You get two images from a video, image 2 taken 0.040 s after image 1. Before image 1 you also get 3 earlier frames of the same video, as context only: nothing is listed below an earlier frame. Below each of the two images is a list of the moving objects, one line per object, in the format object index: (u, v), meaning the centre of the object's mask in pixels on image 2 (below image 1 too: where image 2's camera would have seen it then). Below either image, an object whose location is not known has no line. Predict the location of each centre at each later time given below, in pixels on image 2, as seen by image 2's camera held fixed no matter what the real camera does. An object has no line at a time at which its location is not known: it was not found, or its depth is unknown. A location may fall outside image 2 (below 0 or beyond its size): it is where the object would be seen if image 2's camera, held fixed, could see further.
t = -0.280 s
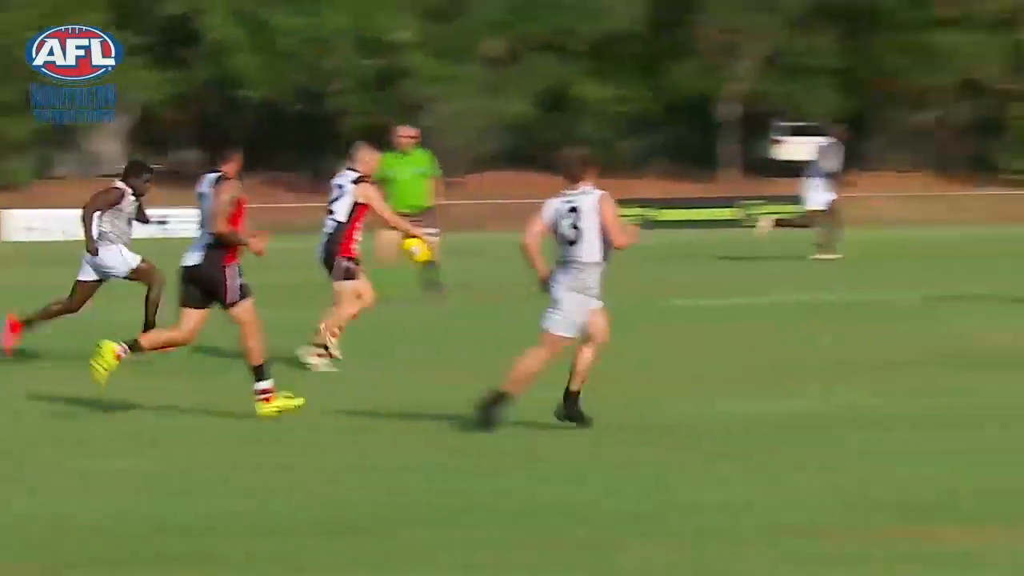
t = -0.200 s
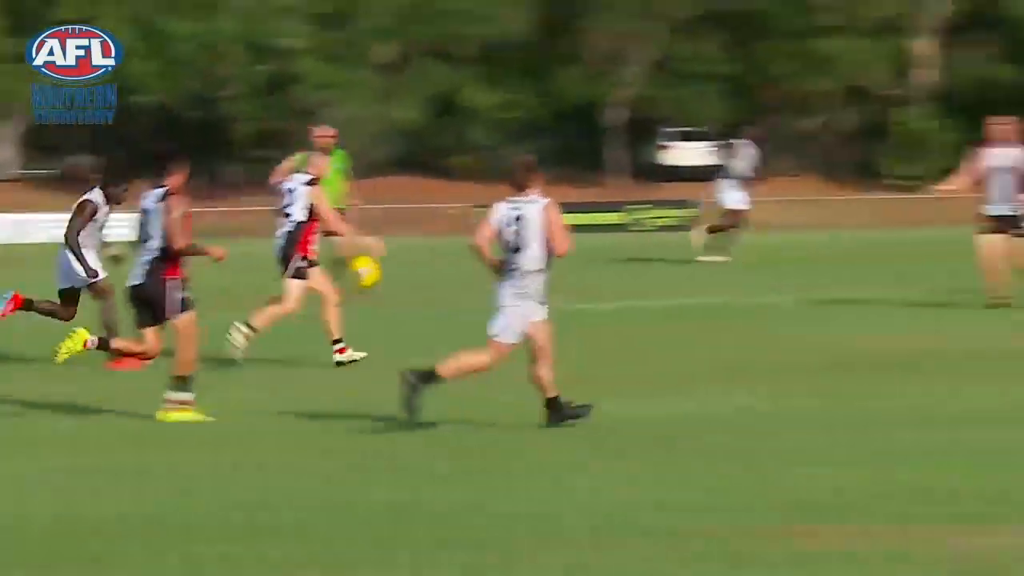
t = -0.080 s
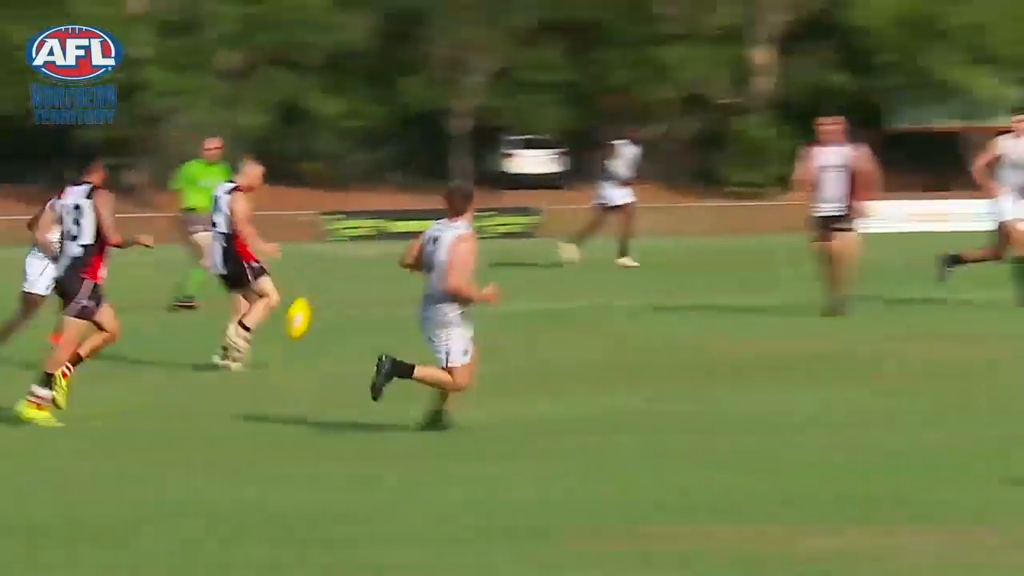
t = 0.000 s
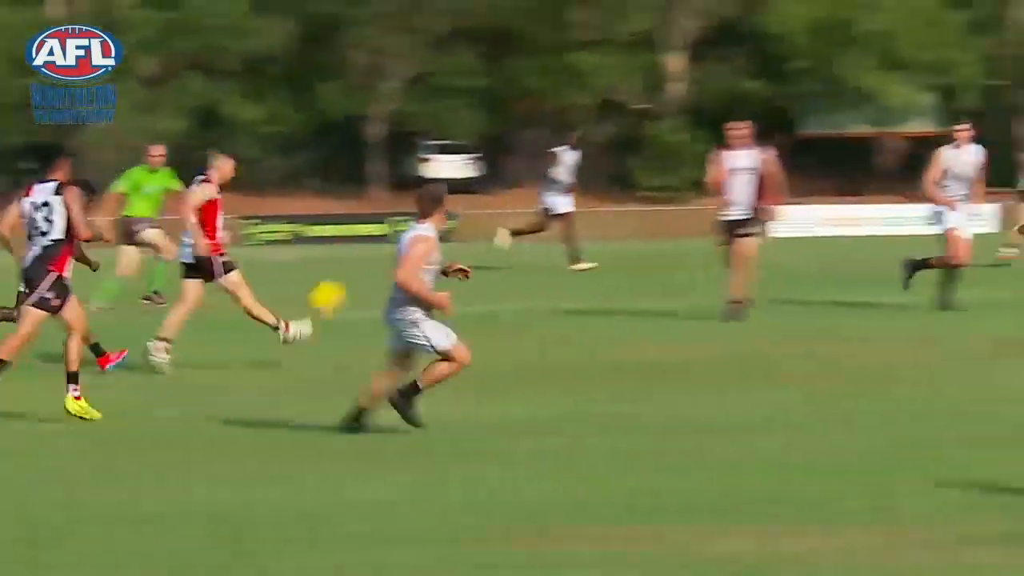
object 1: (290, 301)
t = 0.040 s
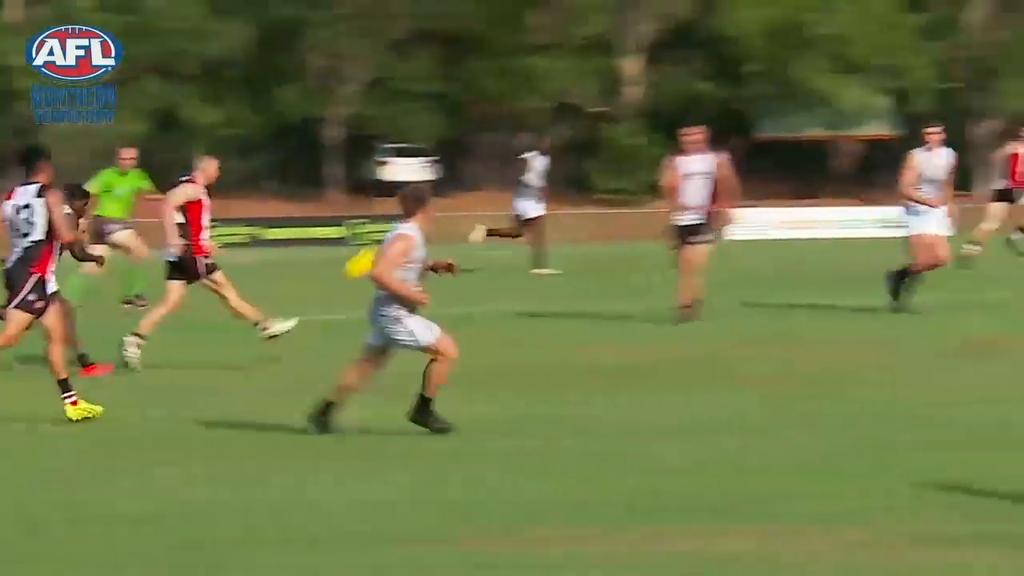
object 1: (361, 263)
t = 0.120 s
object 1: (511, 190)
